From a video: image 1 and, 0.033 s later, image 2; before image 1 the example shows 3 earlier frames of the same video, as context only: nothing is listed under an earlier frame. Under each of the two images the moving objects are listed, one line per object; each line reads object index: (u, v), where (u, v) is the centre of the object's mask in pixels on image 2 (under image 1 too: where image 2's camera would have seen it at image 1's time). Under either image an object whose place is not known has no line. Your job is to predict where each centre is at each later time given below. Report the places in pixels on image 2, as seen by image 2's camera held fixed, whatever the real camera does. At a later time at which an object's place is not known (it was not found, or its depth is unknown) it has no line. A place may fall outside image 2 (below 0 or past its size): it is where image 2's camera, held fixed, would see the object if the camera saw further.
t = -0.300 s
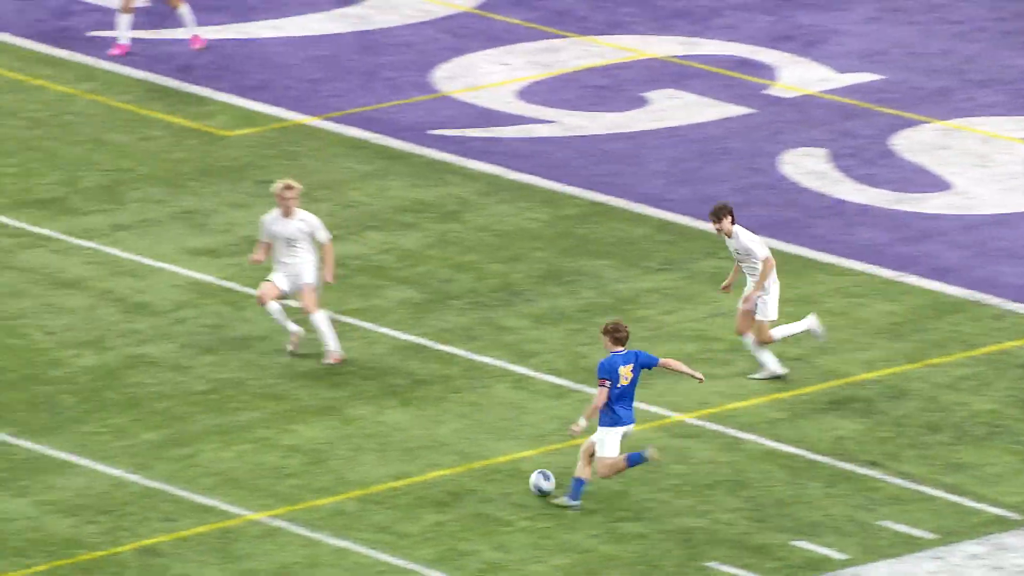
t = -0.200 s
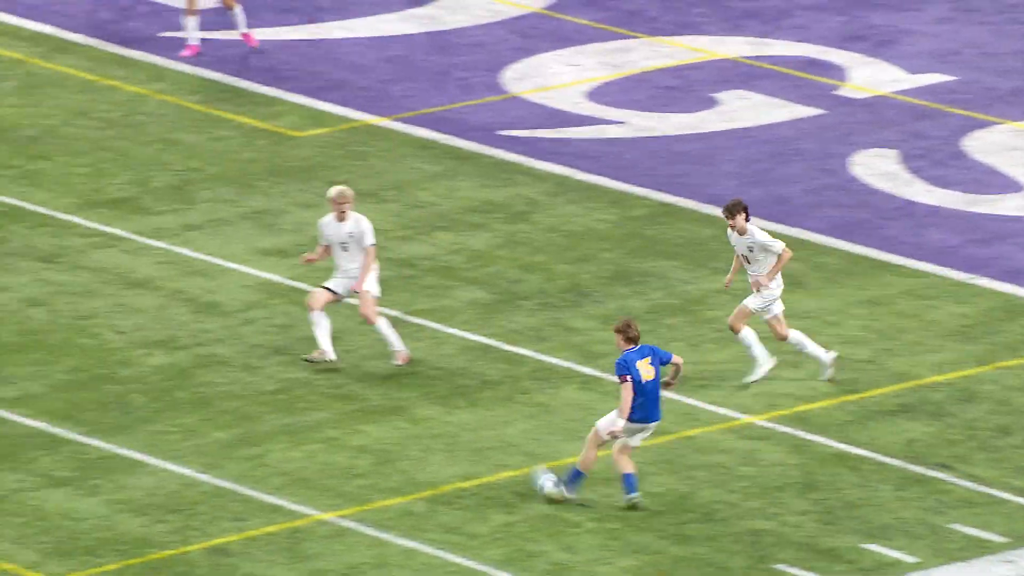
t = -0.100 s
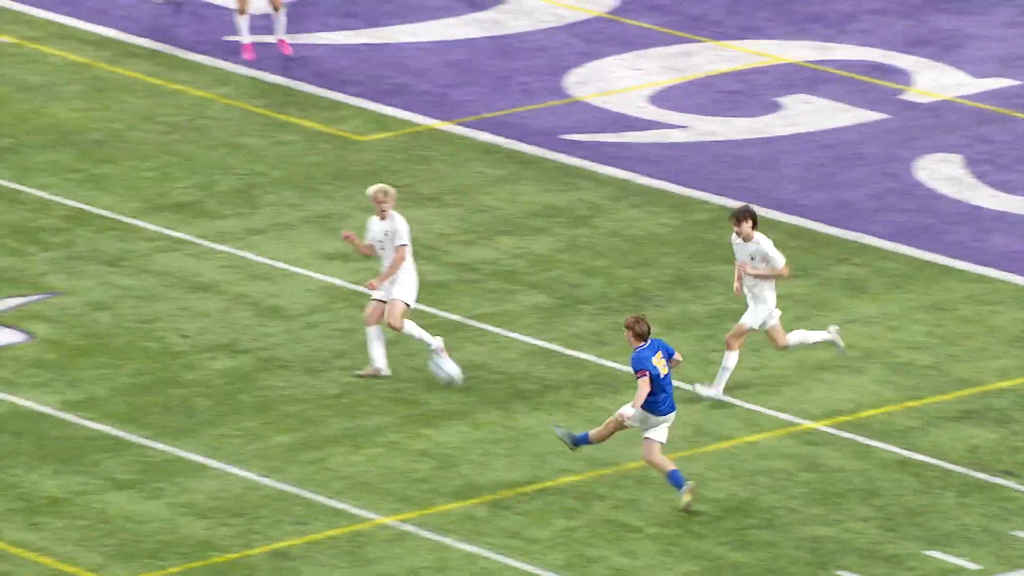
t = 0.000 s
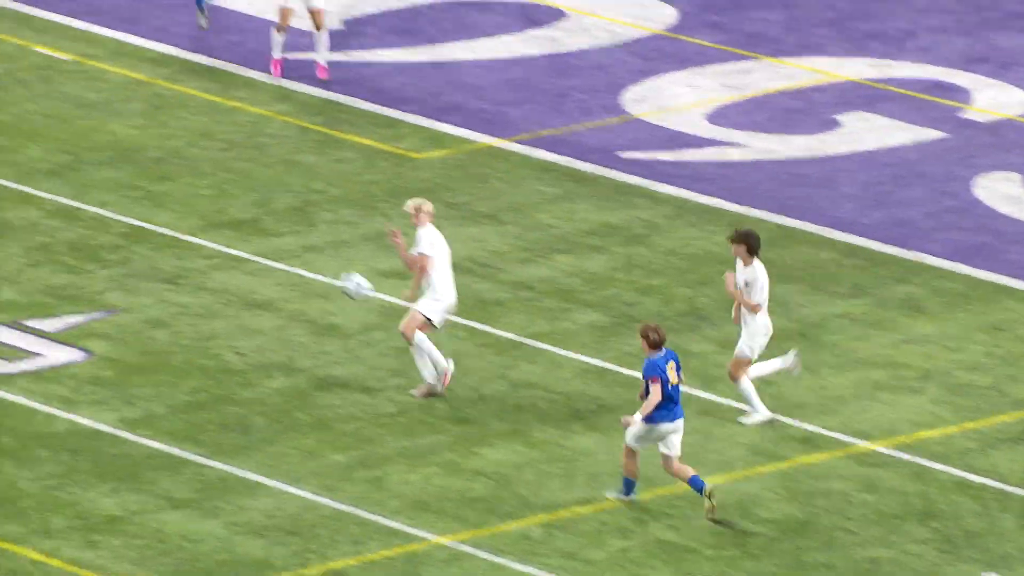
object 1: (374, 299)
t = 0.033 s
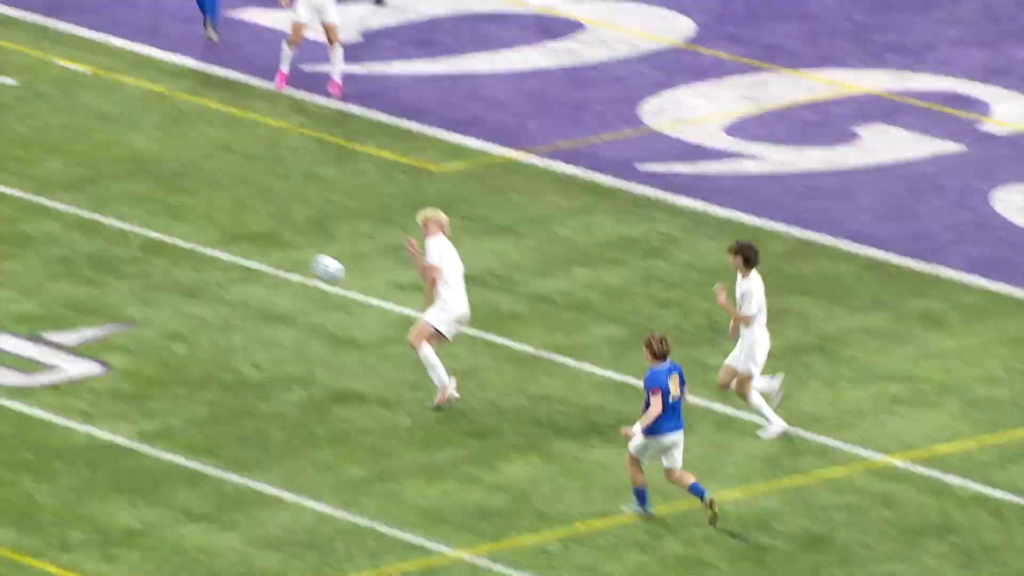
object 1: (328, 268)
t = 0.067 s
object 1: (282, 240)
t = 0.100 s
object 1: (238, 213)
